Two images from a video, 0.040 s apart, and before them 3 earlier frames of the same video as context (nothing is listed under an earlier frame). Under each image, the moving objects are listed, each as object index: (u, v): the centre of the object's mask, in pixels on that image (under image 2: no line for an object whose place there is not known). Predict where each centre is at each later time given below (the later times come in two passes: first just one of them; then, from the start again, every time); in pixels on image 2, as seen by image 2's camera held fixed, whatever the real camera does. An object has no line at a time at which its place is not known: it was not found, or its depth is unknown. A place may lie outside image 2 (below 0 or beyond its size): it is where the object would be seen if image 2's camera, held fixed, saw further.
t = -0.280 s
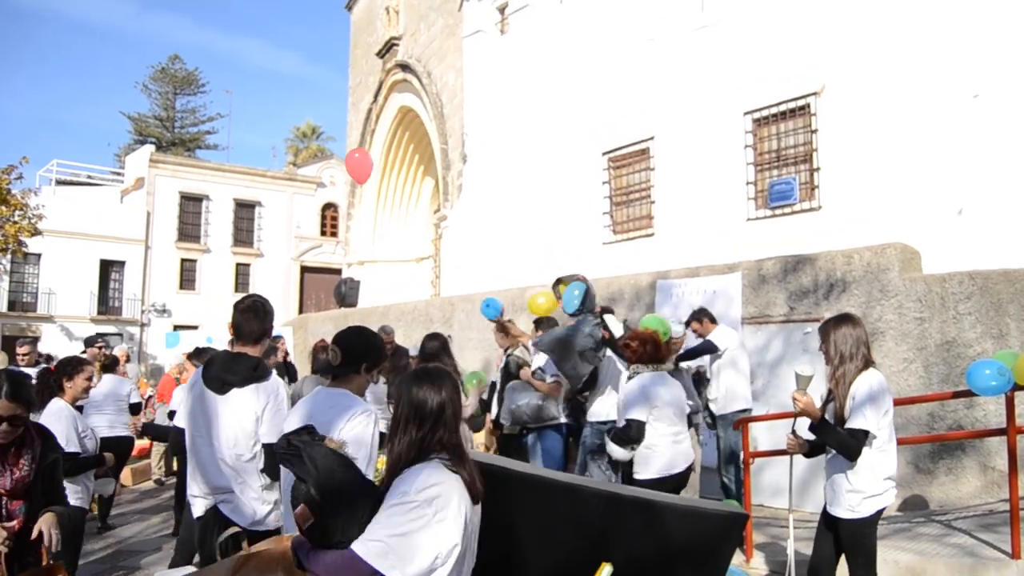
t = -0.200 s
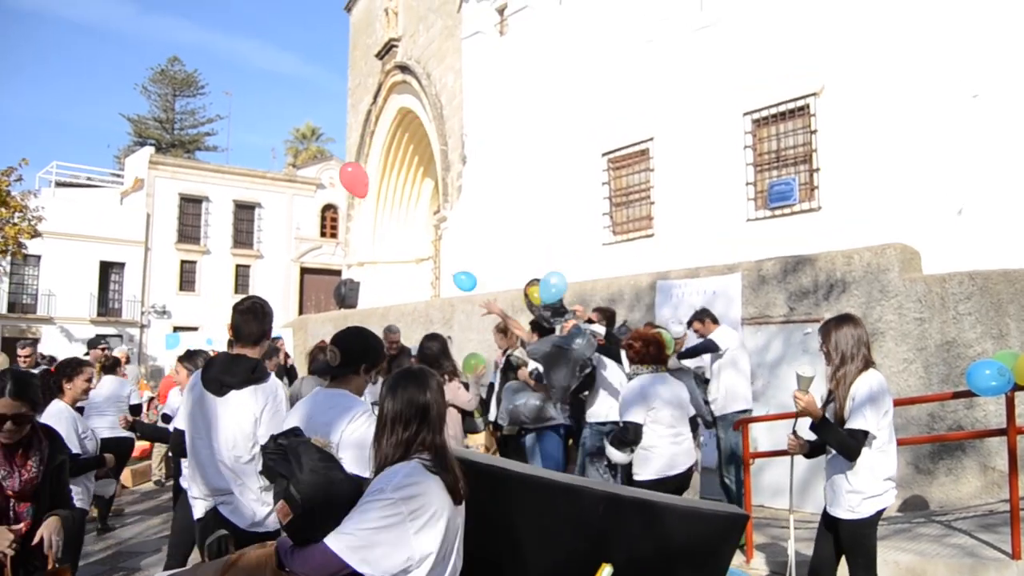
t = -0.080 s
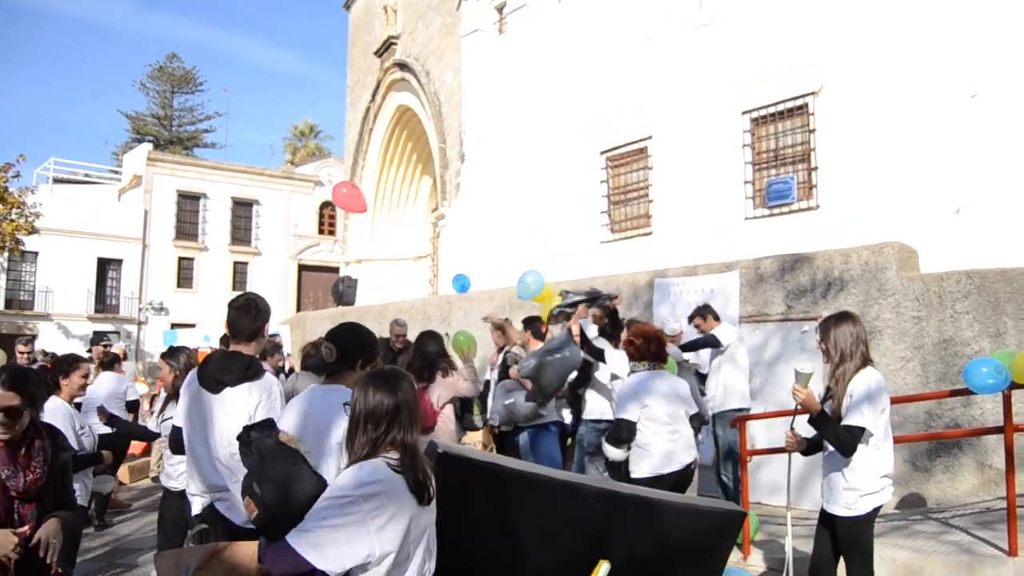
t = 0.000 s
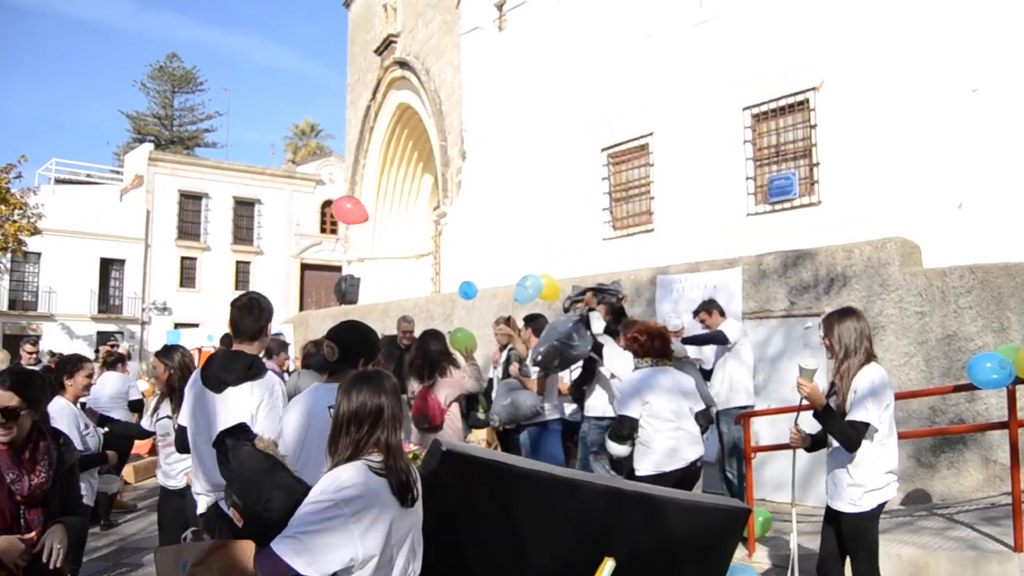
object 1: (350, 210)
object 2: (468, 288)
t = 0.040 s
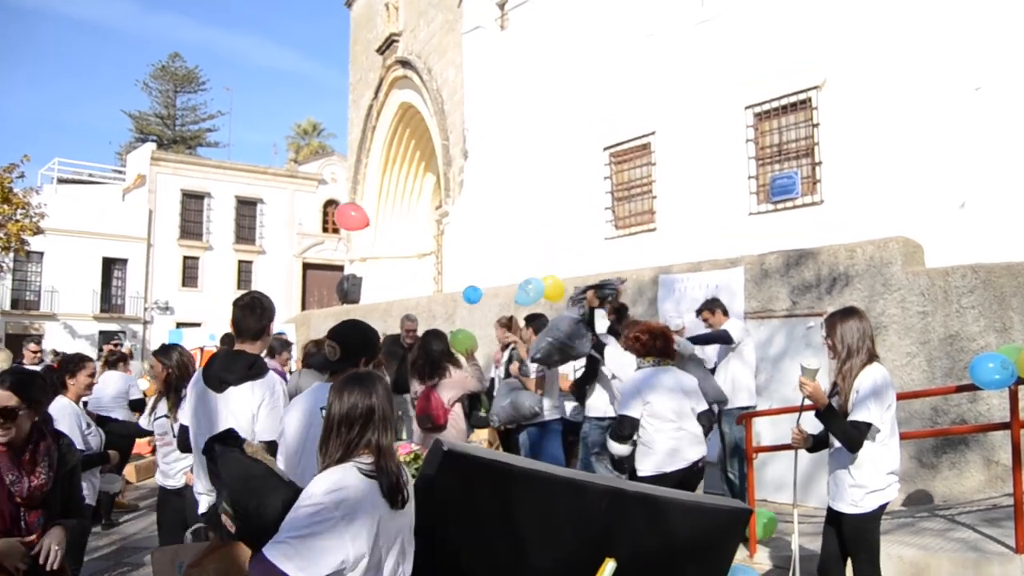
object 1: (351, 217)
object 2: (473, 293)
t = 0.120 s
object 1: (351, 232)
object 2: (478, 303)
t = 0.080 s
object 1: (351, 224)
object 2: (475, 298)
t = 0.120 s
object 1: (351, 232)
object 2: (478, 303)
